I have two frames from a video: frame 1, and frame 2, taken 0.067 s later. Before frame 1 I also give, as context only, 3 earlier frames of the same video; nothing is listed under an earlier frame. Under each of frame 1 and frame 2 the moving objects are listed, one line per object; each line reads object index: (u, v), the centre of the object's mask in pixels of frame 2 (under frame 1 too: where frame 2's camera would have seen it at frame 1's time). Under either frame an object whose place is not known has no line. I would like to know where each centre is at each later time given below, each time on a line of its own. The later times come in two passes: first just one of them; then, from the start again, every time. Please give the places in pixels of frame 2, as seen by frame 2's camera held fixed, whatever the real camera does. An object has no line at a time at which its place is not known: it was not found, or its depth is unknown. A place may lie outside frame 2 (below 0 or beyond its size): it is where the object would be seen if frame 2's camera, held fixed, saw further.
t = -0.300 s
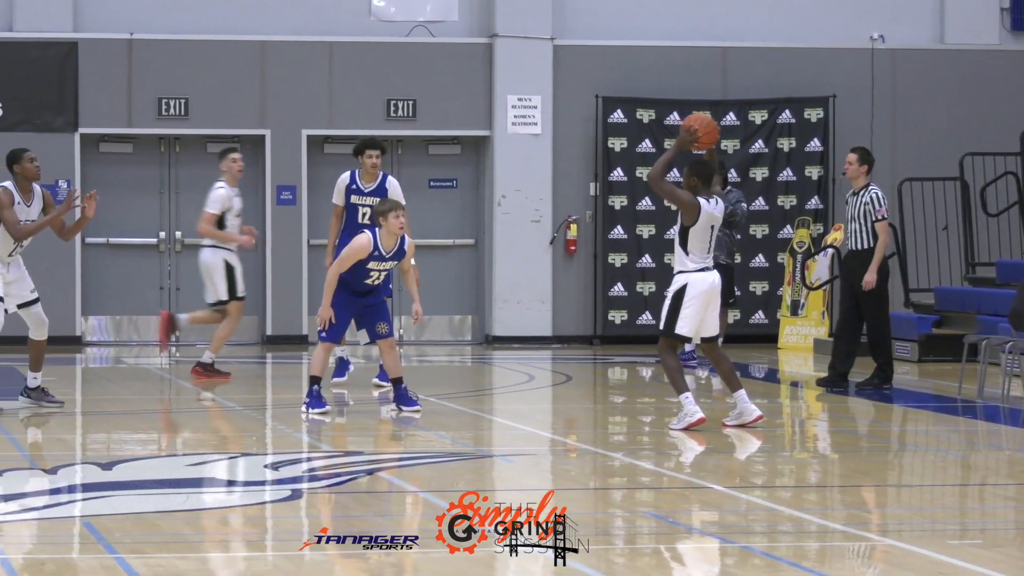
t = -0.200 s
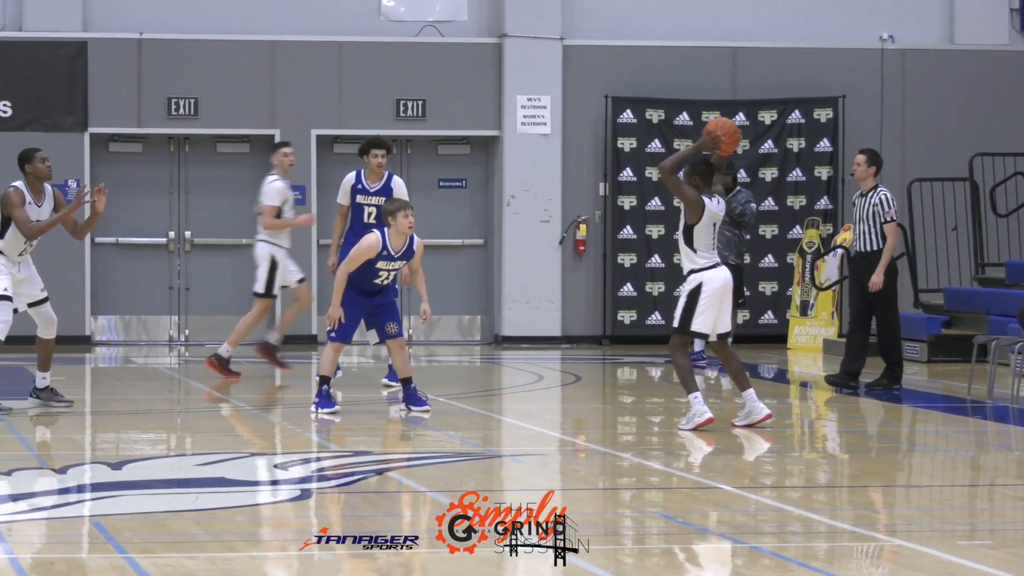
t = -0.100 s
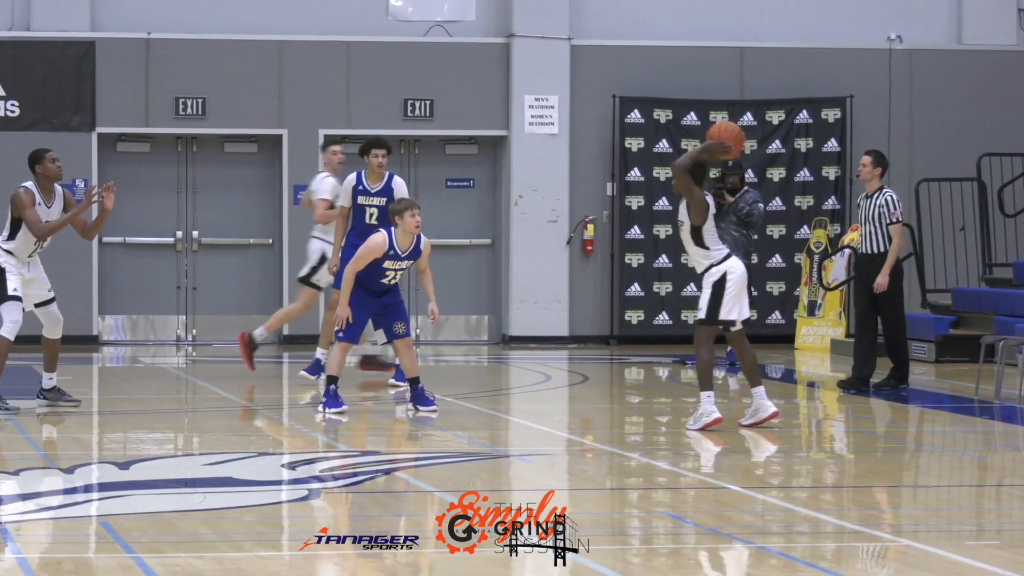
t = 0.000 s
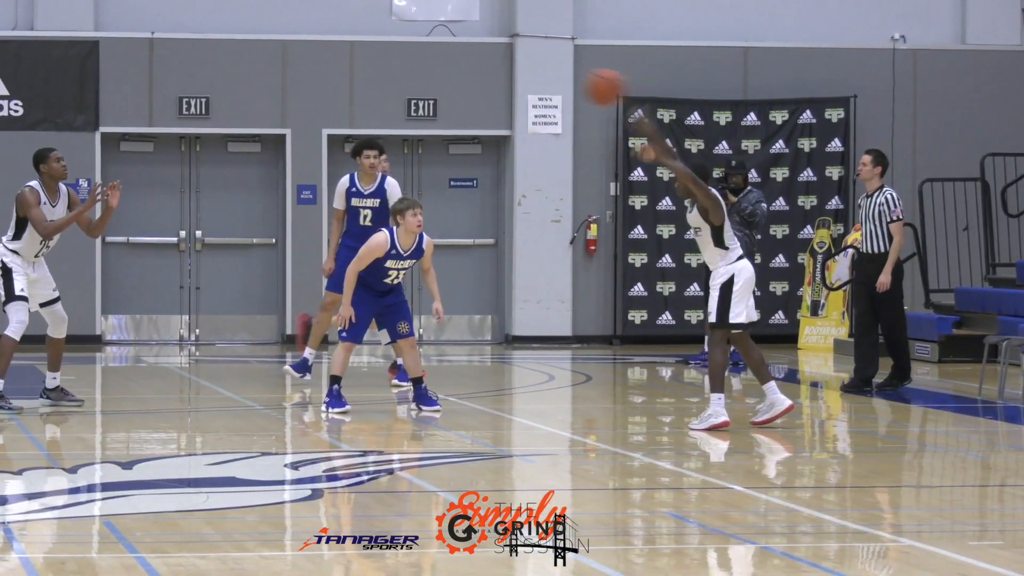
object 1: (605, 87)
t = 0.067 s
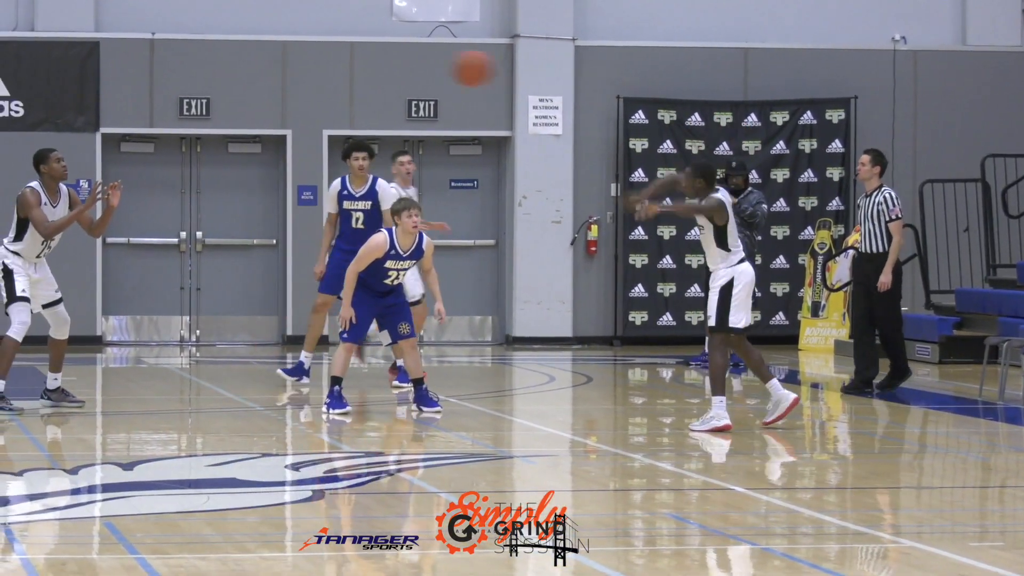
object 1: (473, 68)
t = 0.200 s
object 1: (209, 46)
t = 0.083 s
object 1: (440, 65)
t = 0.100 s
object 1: (407, 61)
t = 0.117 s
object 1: (373, 58)
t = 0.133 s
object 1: (340, 55)
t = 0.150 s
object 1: (308, 52)
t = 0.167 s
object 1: (274, 50)
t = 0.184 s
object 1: (242, 48)
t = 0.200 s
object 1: (209, 46)
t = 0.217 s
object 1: (177, 43)
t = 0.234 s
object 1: (143, 42)
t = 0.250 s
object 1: (110, 41)
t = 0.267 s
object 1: (78, 40)
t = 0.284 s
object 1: (43, 36)
